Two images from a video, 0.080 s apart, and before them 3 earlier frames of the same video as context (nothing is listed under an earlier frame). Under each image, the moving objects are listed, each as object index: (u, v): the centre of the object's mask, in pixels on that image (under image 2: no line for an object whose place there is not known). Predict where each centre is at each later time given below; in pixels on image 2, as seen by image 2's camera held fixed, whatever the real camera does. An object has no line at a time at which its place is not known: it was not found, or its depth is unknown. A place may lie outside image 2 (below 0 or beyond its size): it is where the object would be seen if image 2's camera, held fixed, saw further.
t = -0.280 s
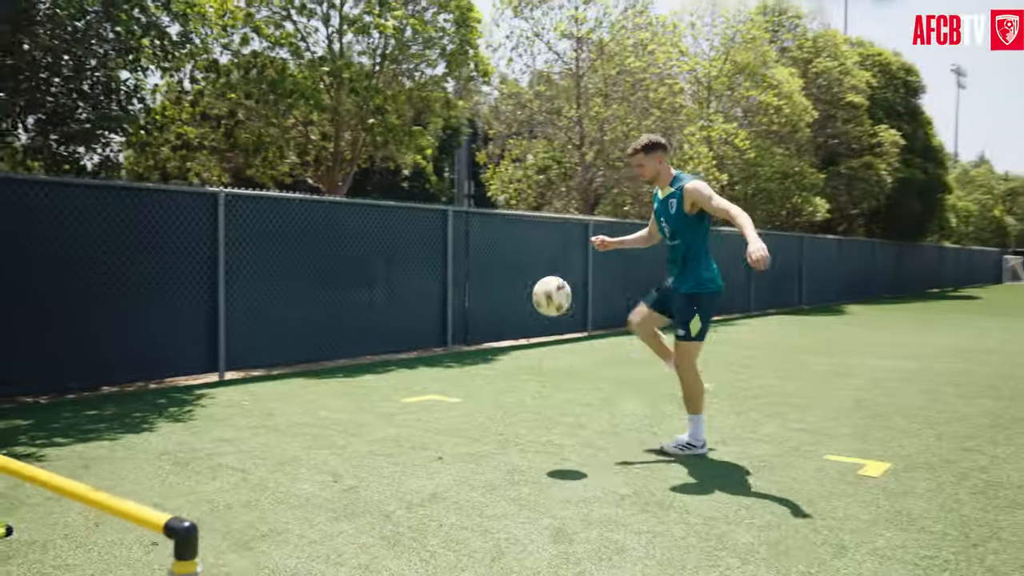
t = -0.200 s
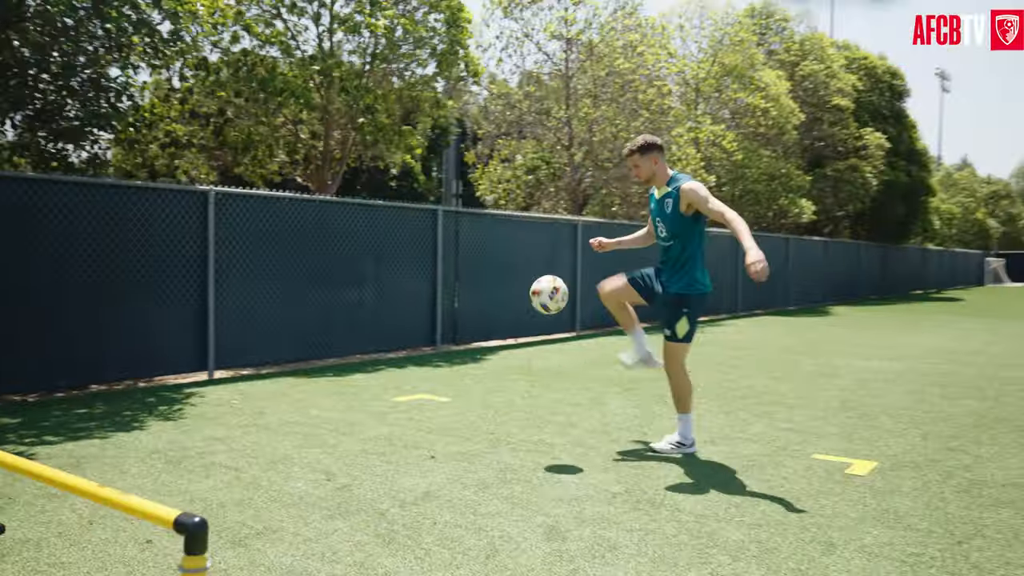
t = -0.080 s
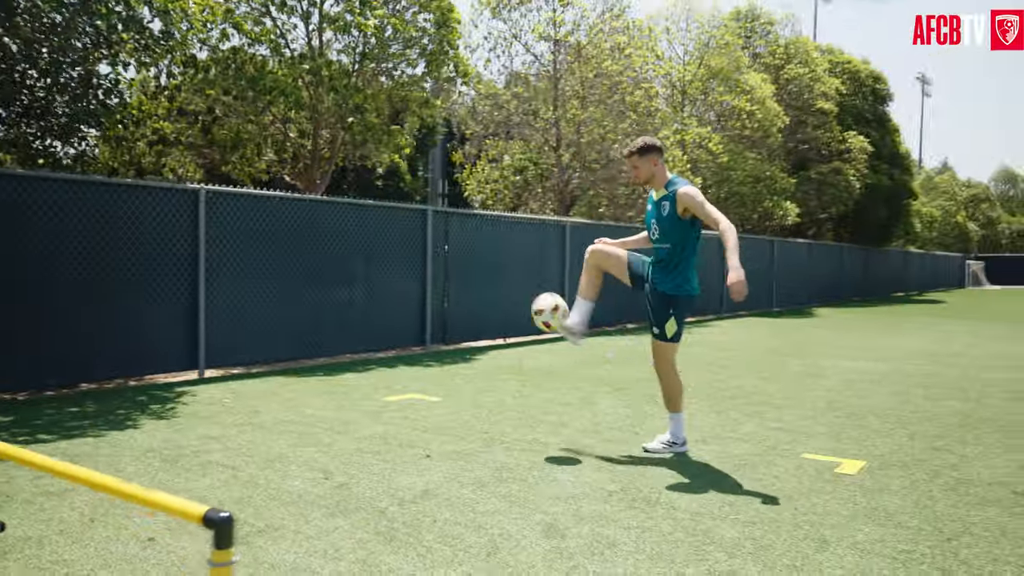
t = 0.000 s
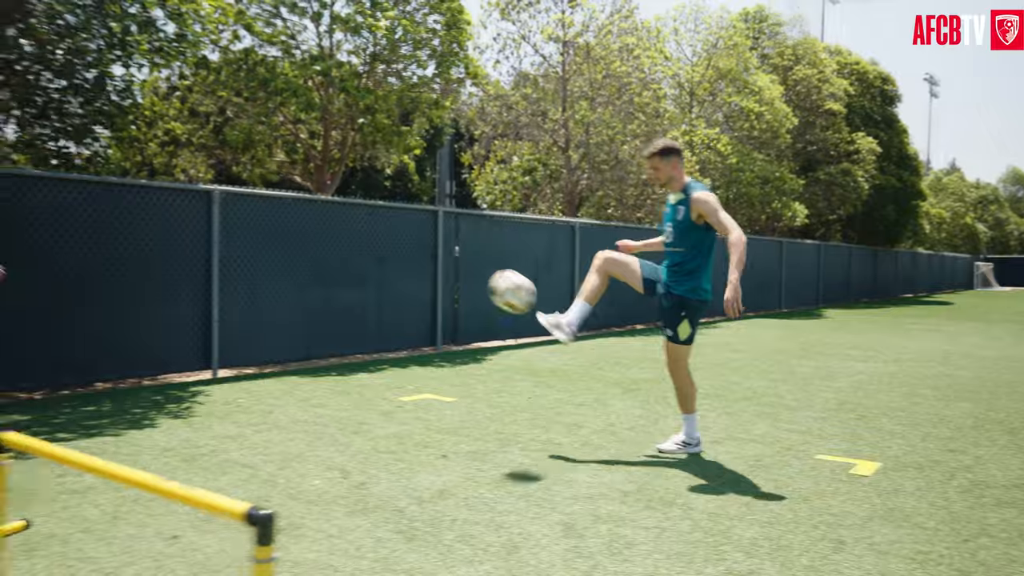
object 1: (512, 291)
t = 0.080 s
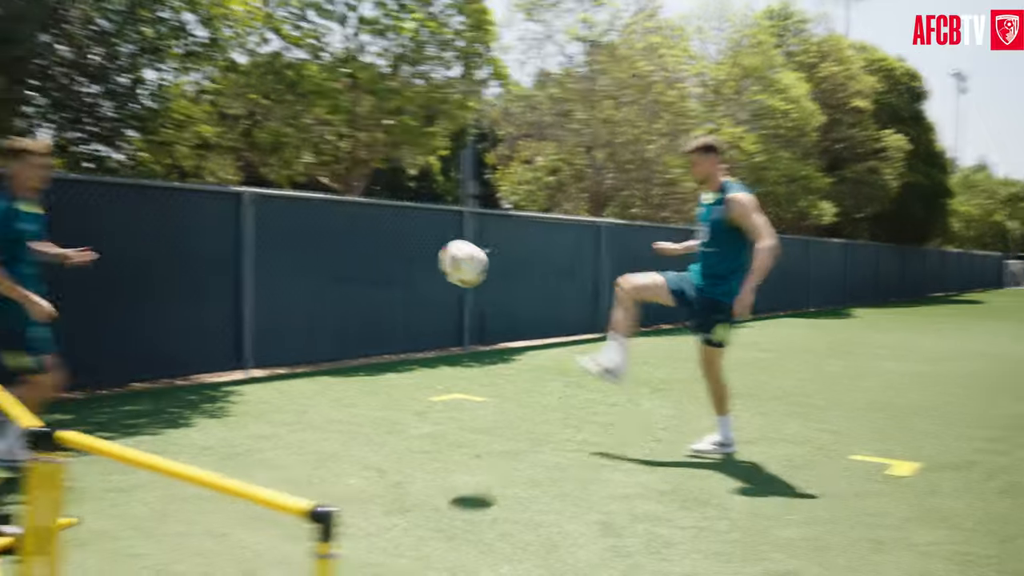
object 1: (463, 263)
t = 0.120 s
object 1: (417, 252)
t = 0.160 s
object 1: (369, 243)
